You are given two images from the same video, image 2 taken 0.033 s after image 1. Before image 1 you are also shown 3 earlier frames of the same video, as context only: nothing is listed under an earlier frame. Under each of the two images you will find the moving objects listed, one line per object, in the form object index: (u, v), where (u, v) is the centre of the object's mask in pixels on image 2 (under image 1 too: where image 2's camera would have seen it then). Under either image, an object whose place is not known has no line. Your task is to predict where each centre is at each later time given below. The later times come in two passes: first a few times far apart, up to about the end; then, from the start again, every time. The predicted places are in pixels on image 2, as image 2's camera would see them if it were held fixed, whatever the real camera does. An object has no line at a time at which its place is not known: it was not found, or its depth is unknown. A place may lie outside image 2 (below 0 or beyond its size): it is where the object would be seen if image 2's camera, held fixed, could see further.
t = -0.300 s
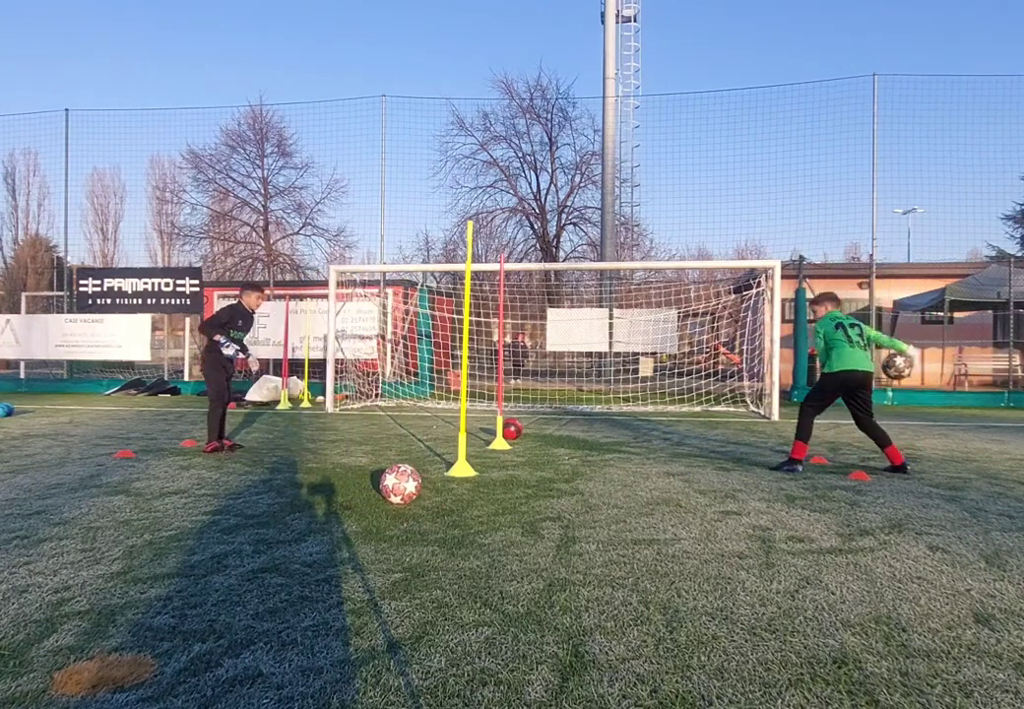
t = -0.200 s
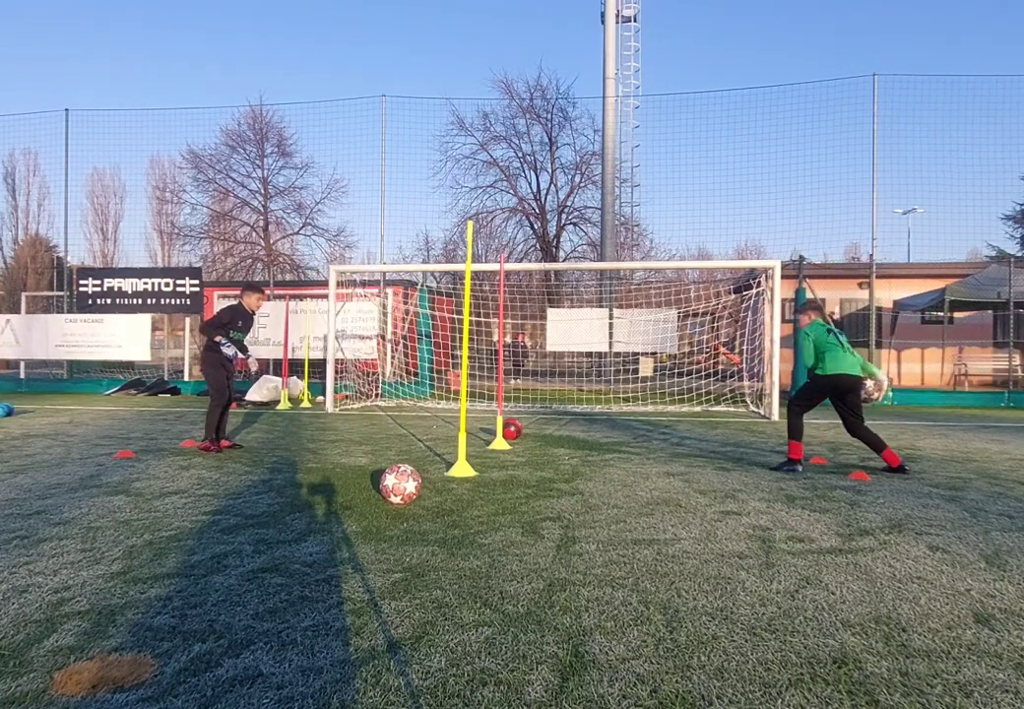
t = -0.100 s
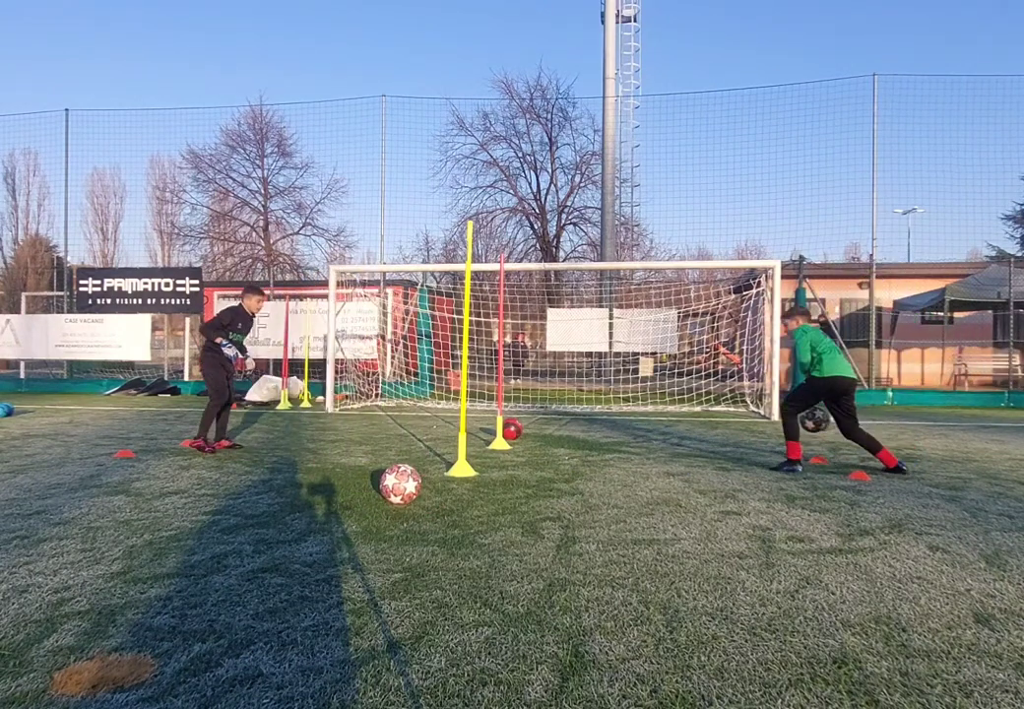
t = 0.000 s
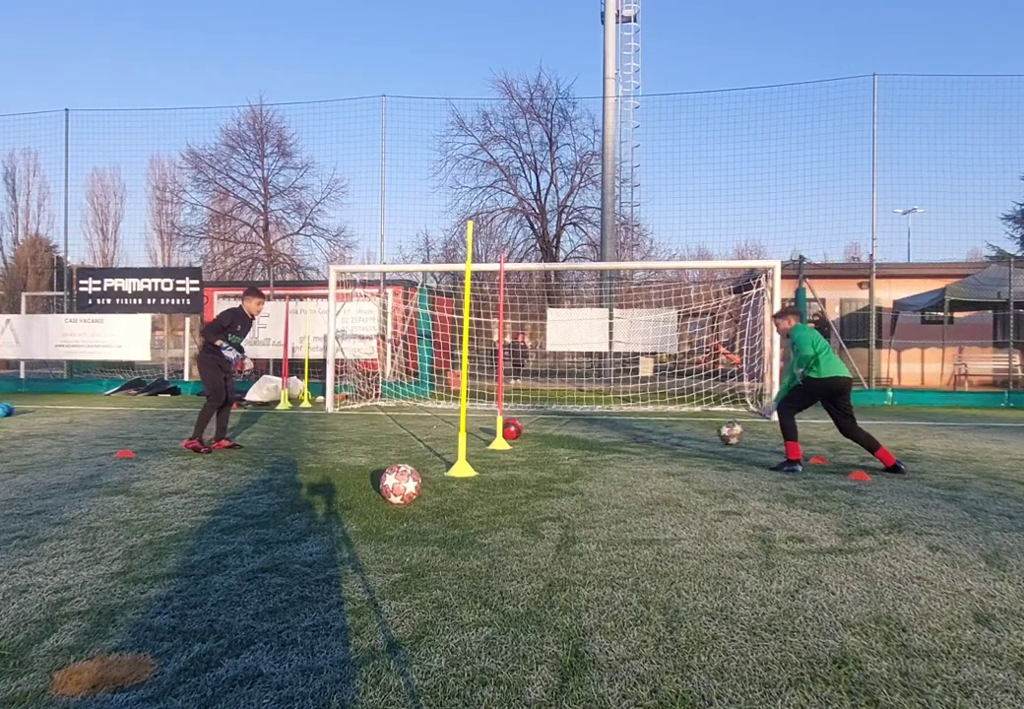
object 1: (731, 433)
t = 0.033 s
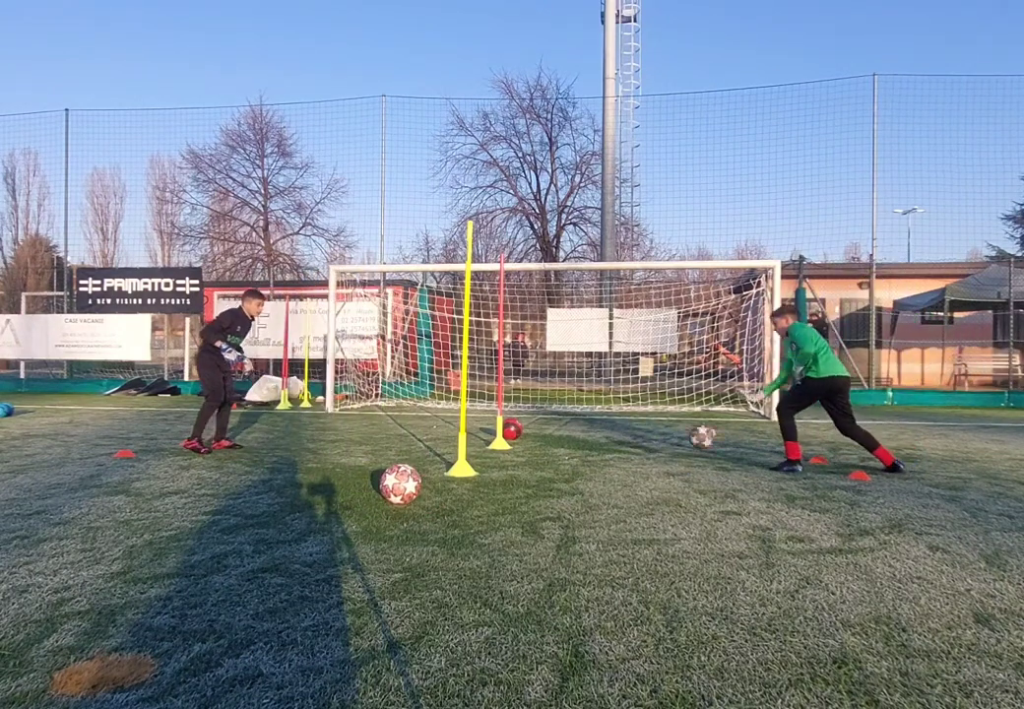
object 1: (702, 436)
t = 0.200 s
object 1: (569, 440)
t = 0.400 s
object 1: (426, 444)
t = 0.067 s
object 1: (673, 441)
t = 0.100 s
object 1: (645, 448)
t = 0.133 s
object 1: (617, 450)
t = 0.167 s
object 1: (593, 445)
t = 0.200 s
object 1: (569, 440)
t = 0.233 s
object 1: (544, 437)
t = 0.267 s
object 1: (520, 435)
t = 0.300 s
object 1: (497, 435)
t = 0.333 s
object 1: (477, 437)
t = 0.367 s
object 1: (448, 438)
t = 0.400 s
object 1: (426, 444)
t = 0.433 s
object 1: (405, 445)
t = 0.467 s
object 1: (386, 440)
